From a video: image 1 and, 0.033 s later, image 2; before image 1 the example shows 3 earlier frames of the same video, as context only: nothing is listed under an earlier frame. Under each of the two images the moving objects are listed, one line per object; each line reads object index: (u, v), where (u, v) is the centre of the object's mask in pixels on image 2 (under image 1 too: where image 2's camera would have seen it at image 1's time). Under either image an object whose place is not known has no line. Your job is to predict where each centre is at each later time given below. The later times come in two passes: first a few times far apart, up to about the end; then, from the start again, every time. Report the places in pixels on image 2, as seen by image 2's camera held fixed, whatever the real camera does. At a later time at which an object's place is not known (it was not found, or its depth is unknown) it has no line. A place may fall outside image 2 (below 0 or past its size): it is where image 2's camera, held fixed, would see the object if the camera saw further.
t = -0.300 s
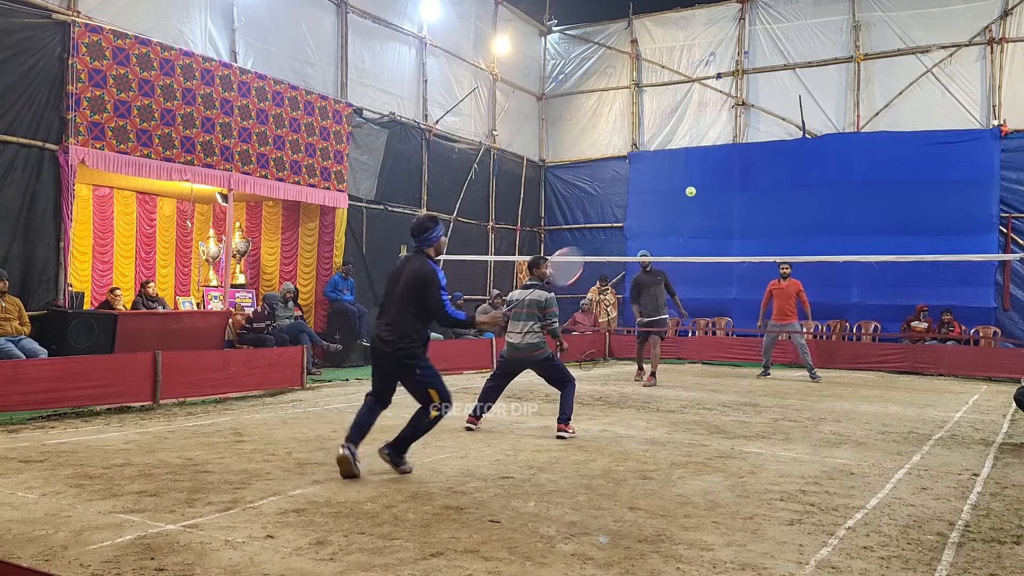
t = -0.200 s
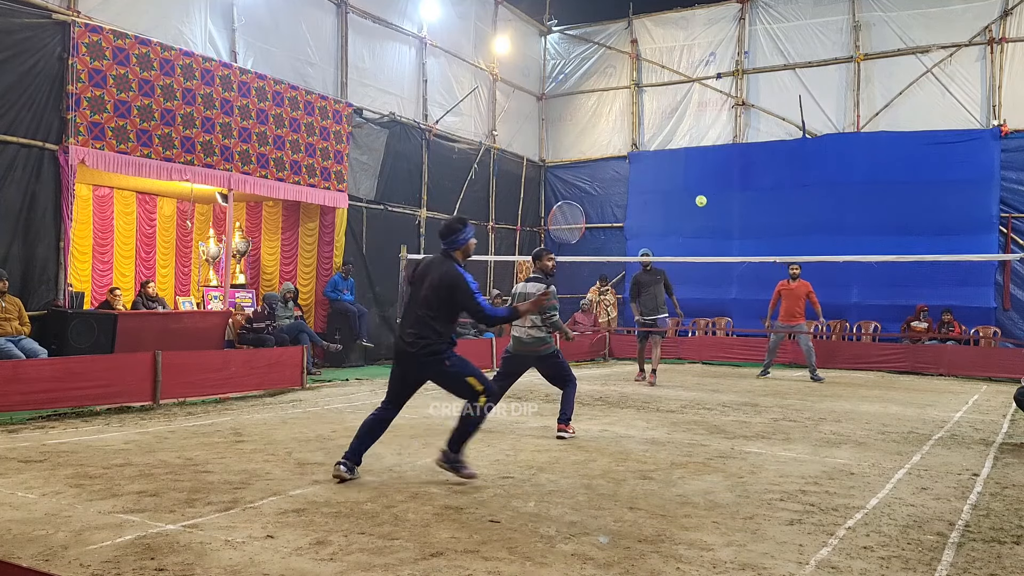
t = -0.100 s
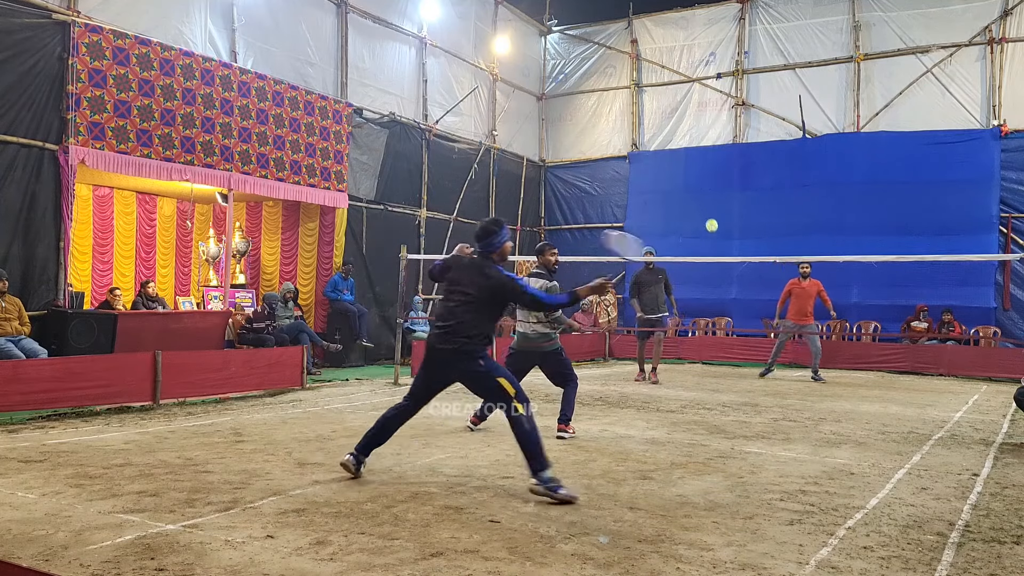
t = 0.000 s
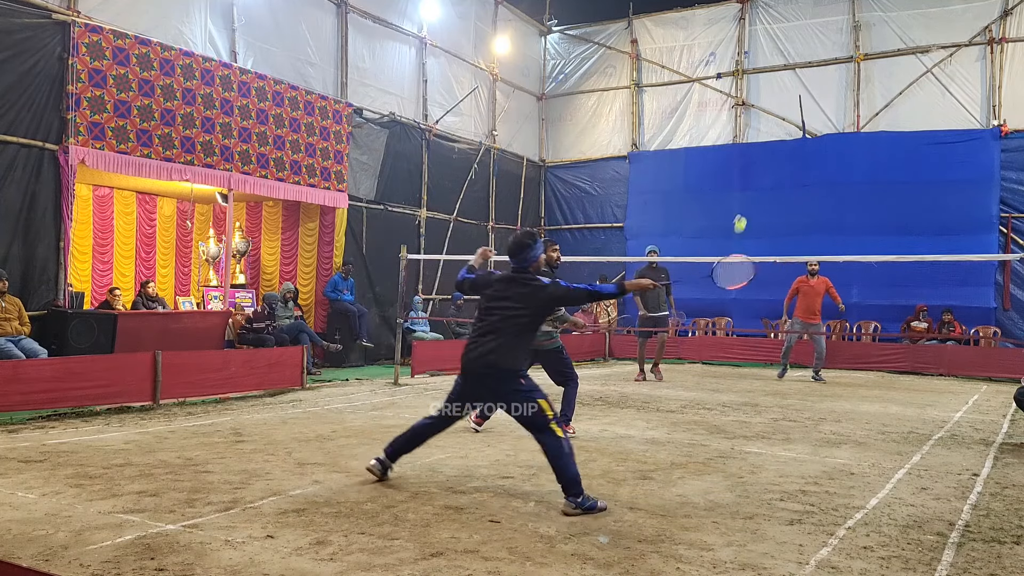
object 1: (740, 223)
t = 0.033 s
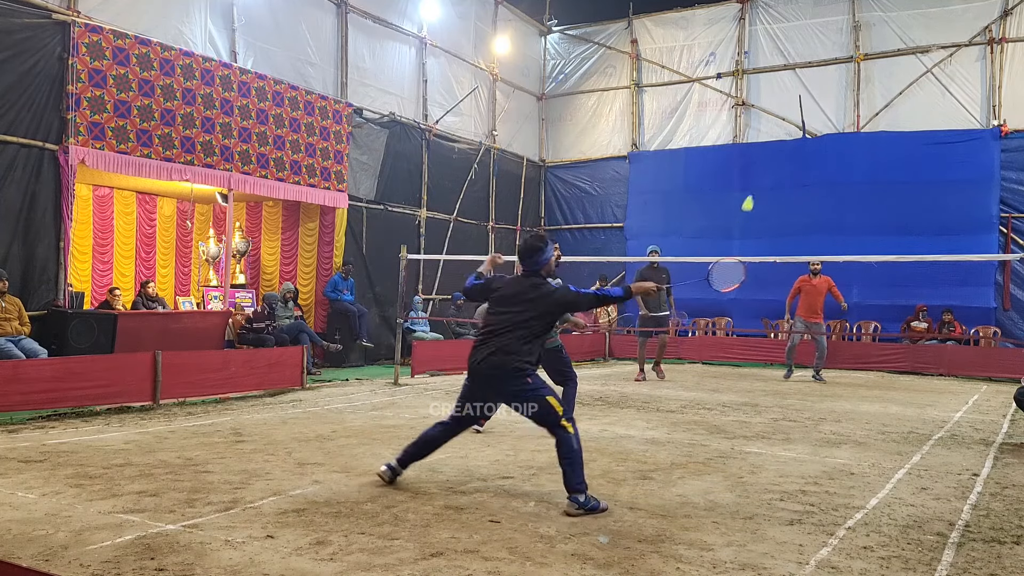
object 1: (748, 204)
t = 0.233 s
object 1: (783, 170)
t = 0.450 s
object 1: (800, 194)
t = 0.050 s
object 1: (754, 190)
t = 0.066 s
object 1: (758, 183)
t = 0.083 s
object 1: (762, 180)
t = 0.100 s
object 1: (764, 180)
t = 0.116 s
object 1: (765, 180)
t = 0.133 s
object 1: (768, 178)
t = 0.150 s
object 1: (771, 176)
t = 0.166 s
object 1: (774, 173)
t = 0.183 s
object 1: (777, 171)
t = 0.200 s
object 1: (779, 170)
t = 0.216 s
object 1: (781, 170)
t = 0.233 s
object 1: (783, 170)
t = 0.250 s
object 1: (785, 170)
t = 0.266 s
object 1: (786, 171)
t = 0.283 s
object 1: (788, 172)
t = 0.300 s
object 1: (789, 174)
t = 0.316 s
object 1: (791, 175)
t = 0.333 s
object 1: (792, 177)
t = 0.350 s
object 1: (793, 179)
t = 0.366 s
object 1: (794, 181)
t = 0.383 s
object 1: (796, 183)
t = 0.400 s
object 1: (797, 186)
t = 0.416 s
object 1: (798, 188)
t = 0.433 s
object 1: (799, 191)
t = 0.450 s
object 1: (800, 194)
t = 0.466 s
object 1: (801, 197)
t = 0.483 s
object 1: (802, 201)
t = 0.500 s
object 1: (803, 204)
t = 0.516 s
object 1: (804, 208)
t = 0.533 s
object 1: (805, 212)
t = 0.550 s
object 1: (806, 216)
